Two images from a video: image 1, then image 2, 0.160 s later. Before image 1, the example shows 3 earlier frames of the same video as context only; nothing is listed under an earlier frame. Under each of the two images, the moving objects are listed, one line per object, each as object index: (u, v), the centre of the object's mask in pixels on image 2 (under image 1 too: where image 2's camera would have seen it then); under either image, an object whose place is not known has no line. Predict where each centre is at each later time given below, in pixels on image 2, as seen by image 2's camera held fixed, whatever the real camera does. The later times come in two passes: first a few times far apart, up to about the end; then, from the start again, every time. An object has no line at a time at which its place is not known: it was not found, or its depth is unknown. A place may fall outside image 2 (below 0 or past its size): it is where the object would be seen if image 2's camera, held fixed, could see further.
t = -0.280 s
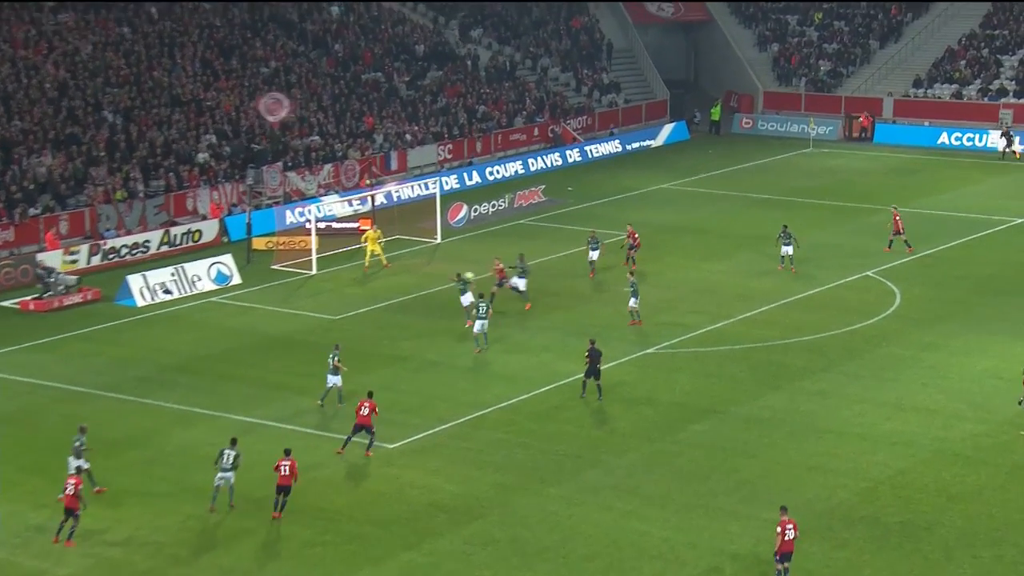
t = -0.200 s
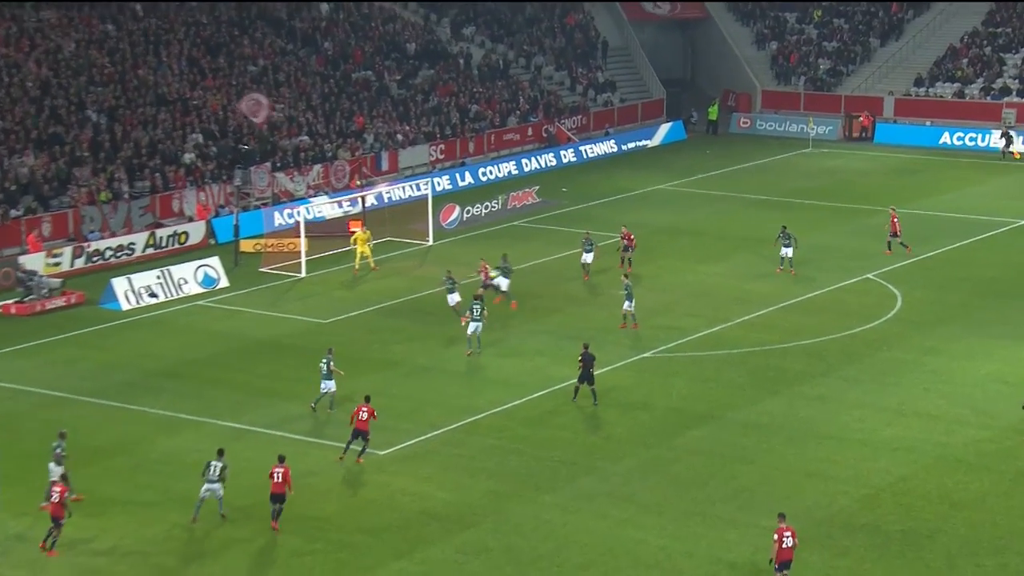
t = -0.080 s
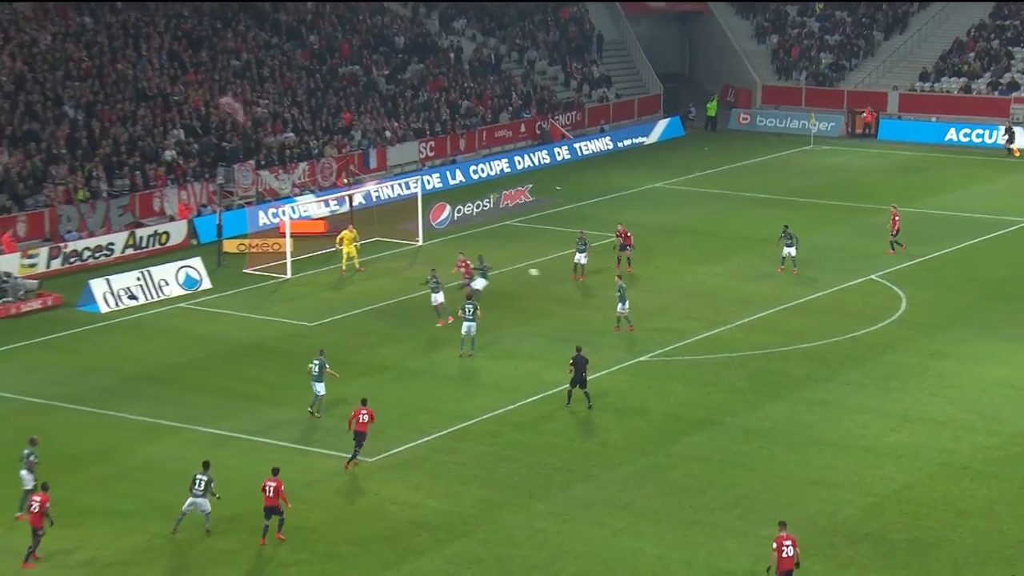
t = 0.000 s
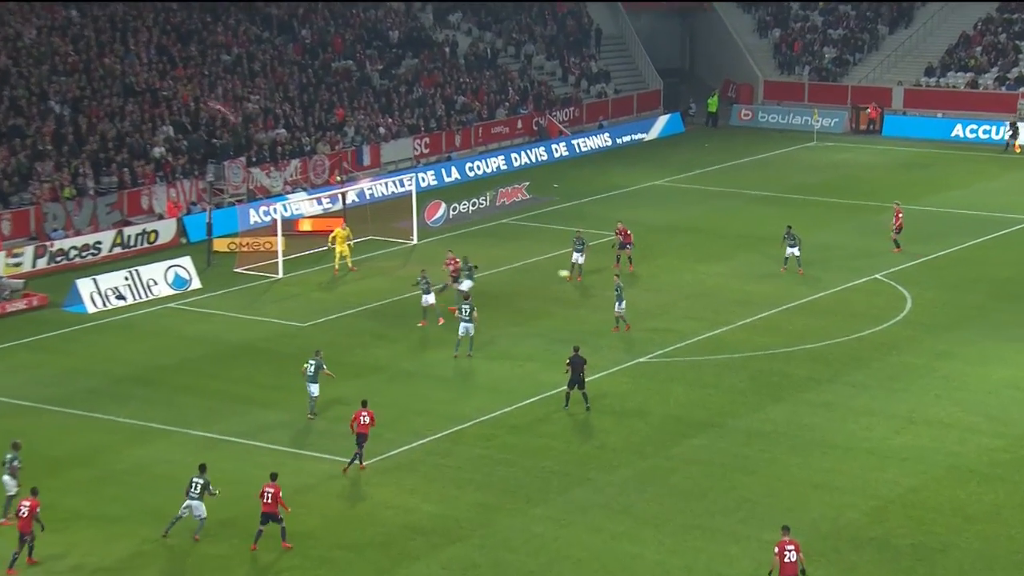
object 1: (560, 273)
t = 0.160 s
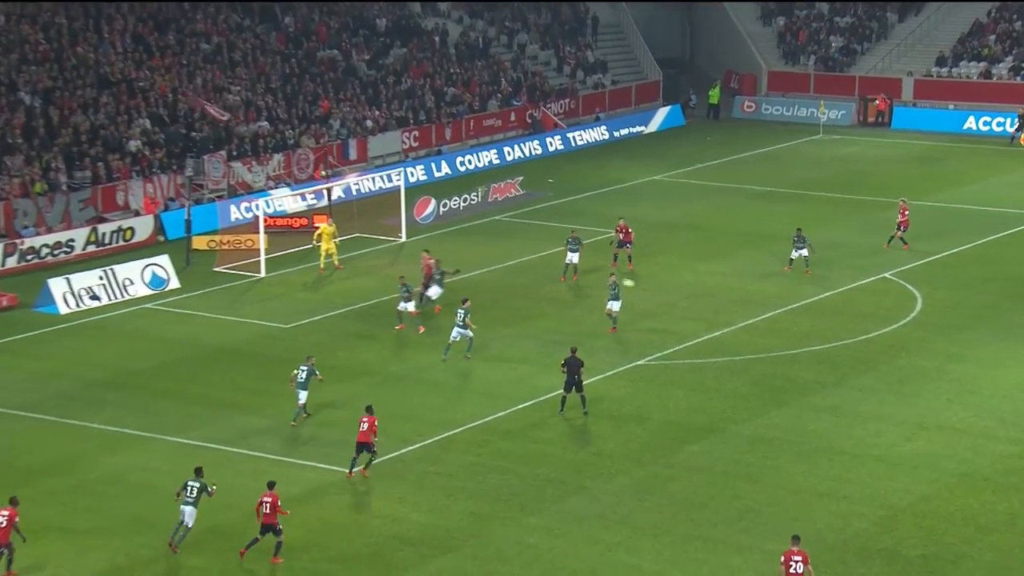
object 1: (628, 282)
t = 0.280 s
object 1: (678, 297)
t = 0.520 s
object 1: (781, 344)
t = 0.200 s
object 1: (645, 287)
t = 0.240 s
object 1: (662, 292)
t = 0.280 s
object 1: (678, 297)
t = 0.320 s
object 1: (696, 304)
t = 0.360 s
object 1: (713, 310)
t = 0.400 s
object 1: (730, 318)
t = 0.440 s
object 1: (747, 326)
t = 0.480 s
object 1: (764, 334)
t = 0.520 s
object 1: (781, 344)
